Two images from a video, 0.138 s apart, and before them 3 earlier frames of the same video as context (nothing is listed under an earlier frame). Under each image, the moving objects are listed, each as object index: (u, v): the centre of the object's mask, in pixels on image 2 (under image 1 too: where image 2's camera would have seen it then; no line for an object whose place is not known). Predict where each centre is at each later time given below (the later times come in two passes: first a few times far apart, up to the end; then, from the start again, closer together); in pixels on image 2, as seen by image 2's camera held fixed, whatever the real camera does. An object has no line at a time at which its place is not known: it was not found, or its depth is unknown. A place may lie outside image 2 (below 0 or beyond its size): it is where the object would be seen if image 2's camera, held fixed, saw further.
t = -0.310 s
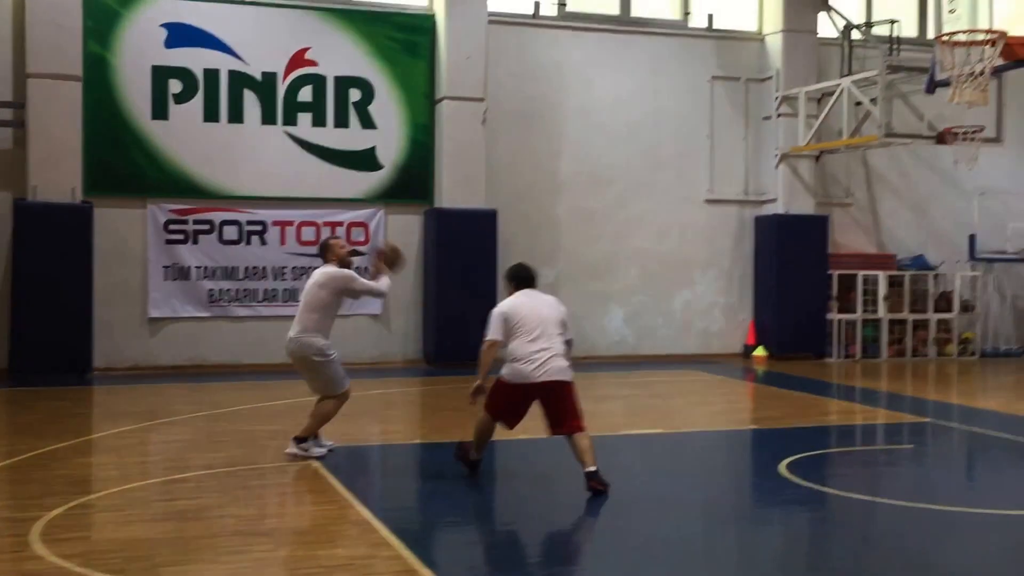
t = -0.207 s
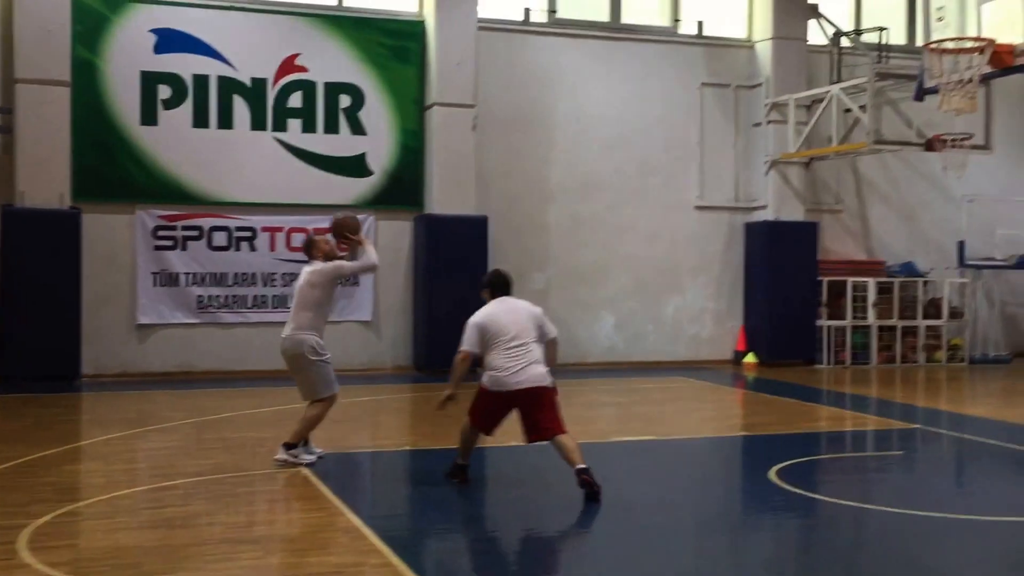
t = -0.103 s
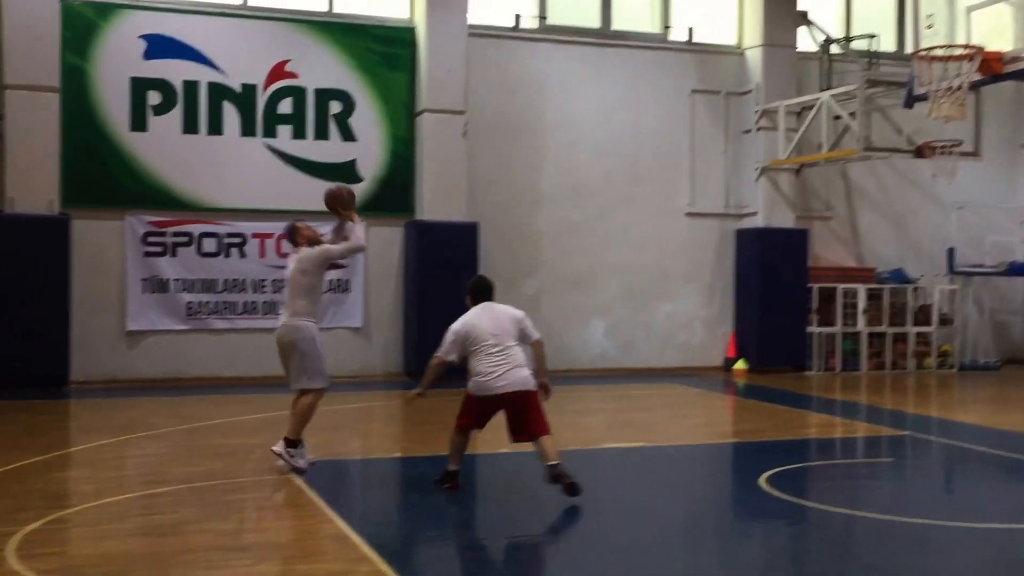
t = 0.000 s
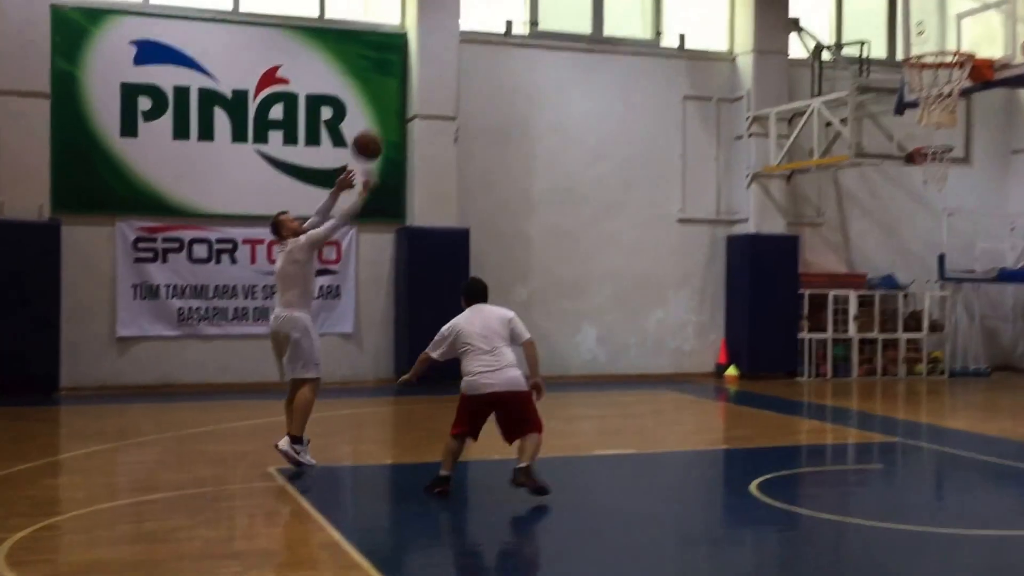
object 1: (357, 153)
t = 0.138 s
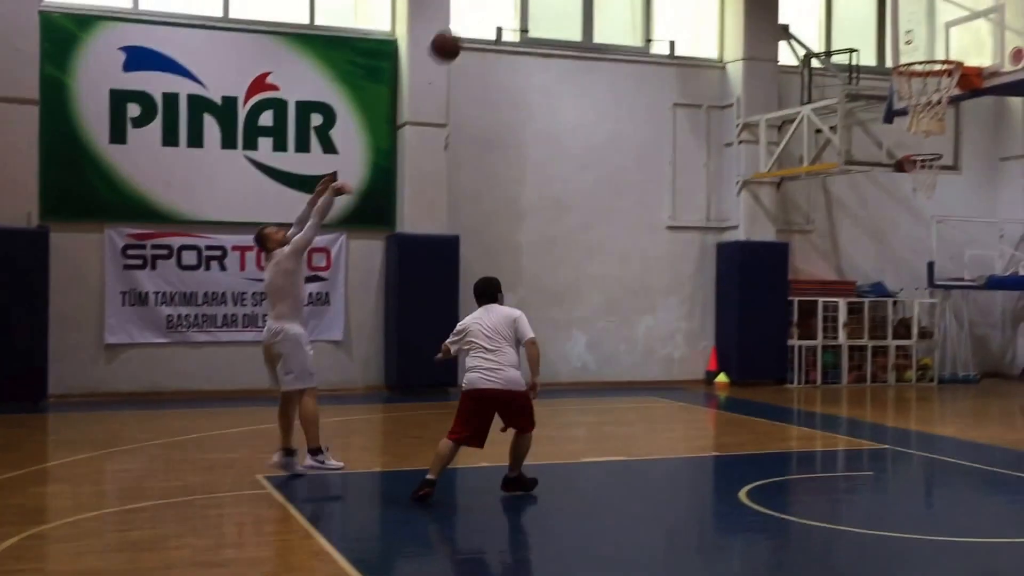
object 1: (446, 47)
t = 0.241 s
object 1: (500, 3)
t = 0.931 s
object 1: (867, 18)
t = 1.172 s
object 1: (899, 34)
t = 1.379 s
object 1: (897, 71)
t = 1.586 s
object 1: (894, 184)
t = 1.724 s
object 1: (894, 309)
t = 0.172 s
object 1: (463, 28)
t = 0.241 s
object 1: (500, 3)
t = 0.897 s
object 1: (847, 2)
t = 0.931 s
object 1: (867, 18)
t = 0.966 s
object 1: (884, 36)
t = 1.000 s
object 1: (901, 53)
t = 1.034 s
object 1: (902, 49)
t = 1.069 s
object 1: (901, 43)
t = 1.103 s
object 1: (901, 39)
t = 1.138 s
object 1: (900, 36)
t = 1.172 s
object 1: (899, 34)
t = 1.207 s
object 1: (899, 36)
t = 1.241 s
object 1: (898, 39)
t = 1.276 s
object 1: (898, 44)
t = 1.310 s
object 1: (898, 51)
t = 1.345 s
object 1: (897, 60)
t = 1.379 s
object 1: (897, 71)
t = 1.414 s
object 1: (897, 84)
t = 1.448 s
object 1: (898, 99)
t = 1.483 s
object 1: (896, 117)
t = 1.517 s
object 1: (896, 134)
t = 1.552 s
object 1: (893, 158)
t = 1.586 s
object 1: (894, 184)
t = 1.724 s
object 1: (894, 309)
